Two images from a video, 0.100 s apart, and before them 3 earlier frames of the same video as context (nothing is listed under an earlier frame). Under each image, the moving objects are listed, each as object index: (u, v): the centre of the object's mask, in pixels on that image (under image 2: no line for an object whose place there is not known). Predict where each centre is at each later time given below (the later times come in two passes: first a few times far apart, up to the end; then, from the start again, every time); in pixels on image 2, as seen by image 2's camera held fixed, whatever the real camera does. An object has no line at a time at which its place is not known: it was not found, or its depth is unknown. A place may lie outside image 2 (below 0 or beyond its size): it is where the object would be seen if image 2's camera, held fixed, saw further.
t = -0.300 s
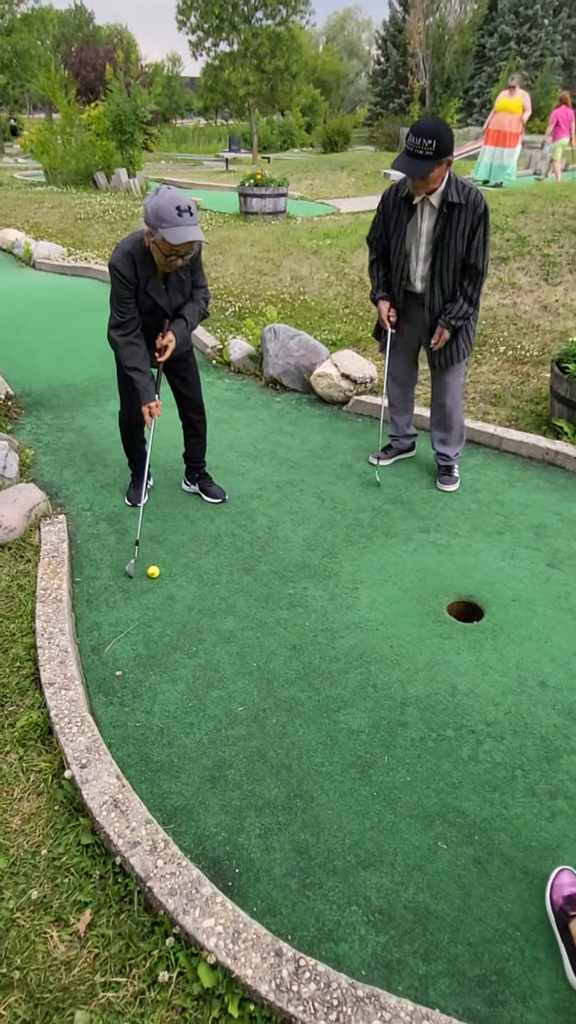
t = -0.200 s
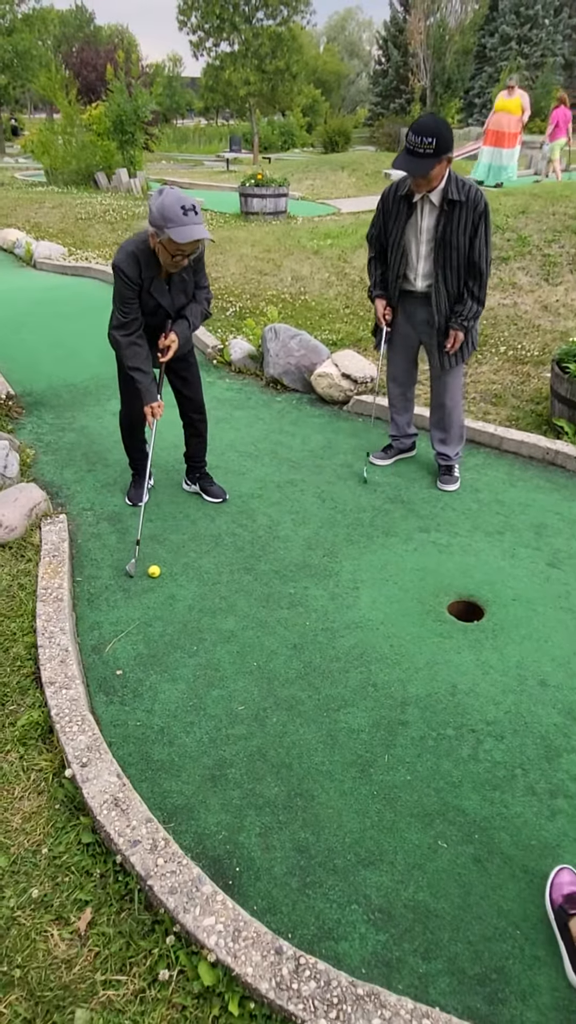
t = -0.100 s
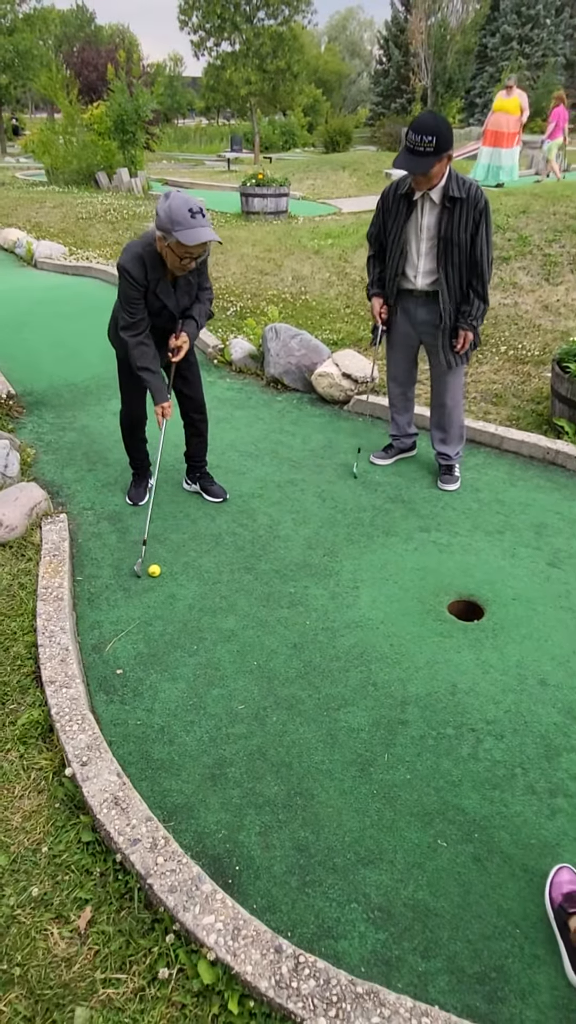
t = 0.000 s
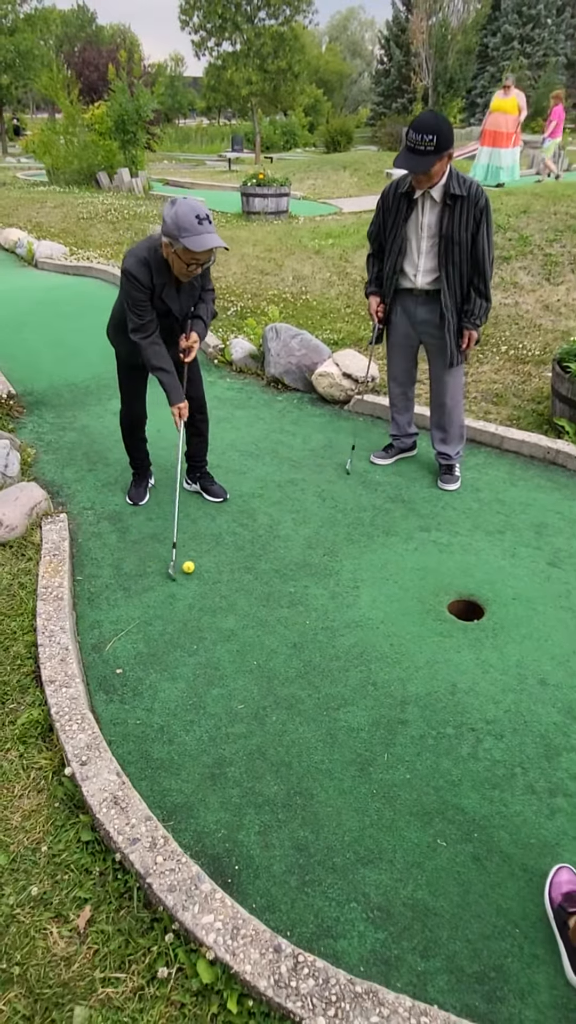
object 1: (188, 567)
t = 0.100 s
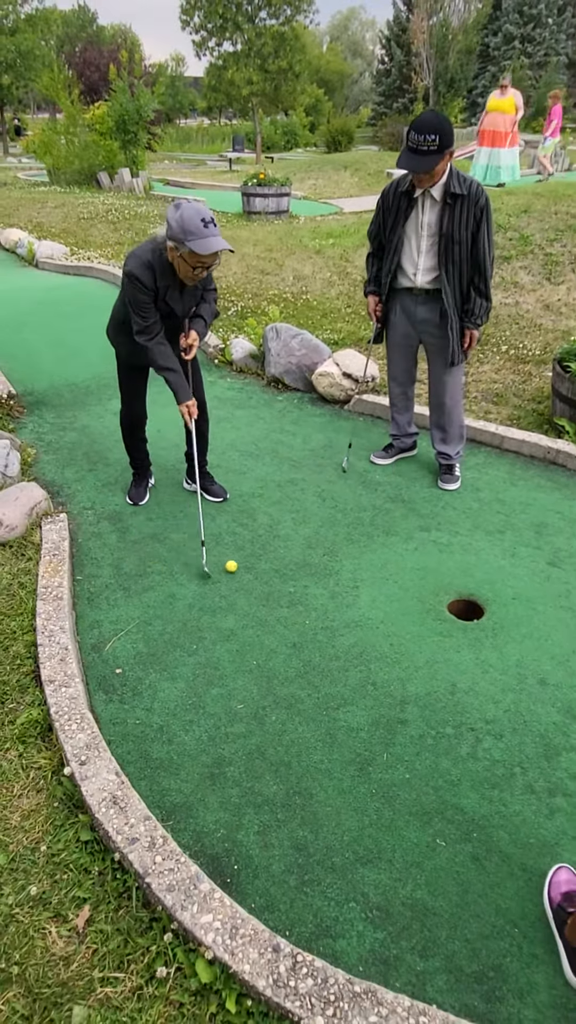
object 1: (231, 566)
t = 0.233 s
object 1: (274, 565)
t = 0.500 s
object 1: (346, 559)
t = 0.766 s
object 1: (407, 554)
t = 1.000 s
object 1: (451, 549)
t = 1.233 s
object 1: (488, 544)
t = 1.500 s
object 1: (523, 539)
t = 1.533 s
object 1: (527, 539)
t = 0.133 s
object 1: (243, 566)
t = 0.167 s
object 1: (254, 566)
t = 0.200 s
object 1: (264, 565)
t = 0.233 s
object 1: (274, 565)
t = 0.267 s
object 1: (284, 564)
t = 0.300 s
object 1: (293, 564)
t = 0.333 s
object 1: (303, 563)
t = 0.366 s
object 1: (311, 562)
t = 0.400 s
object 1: (321, 562)
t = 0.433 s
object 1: (329, 561)
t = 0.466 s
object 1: (338, 560)
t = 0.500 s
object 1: (346, 559)
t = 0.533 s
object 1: (354, 559)
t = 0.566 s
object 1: (362, 558)
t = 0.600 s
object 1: (370, 558)
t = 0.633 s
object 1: (378, 557)
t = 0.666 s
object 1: (385, 556)
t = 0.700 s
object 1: (392, 556)
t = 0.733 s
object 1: (400, 555)
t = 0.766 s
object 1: (407, 554)
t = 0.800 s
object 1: (413, 554)
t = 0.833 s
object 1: (420, 553)
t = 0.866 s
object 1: (427, 553)
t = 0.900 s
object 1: (433, 552)
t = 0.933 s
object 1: (439, 551)
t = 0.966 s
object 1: (445, 550)
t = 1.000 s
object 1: (451, 549)
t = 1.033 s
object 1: (457, 549)
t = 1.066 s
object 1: (463, 548)
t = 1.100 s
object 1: (468, 547)
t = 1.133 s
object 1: (473, 546)
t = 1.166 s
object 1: (478, 545)
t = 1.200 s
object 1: (483, 545)
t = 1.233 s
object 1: (488, 544)
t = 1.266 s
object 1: (493, 543)
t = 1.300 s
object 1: (498, 543)
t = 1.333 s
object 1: (502, 542)
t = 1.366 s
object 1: (507, 541)
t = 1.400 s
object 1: (511, 541)
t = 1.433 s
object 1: (515, 540)
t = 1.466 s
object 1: (519, 540)
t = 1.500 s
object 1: (523, 539)
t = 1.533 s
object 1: (527, 539)
